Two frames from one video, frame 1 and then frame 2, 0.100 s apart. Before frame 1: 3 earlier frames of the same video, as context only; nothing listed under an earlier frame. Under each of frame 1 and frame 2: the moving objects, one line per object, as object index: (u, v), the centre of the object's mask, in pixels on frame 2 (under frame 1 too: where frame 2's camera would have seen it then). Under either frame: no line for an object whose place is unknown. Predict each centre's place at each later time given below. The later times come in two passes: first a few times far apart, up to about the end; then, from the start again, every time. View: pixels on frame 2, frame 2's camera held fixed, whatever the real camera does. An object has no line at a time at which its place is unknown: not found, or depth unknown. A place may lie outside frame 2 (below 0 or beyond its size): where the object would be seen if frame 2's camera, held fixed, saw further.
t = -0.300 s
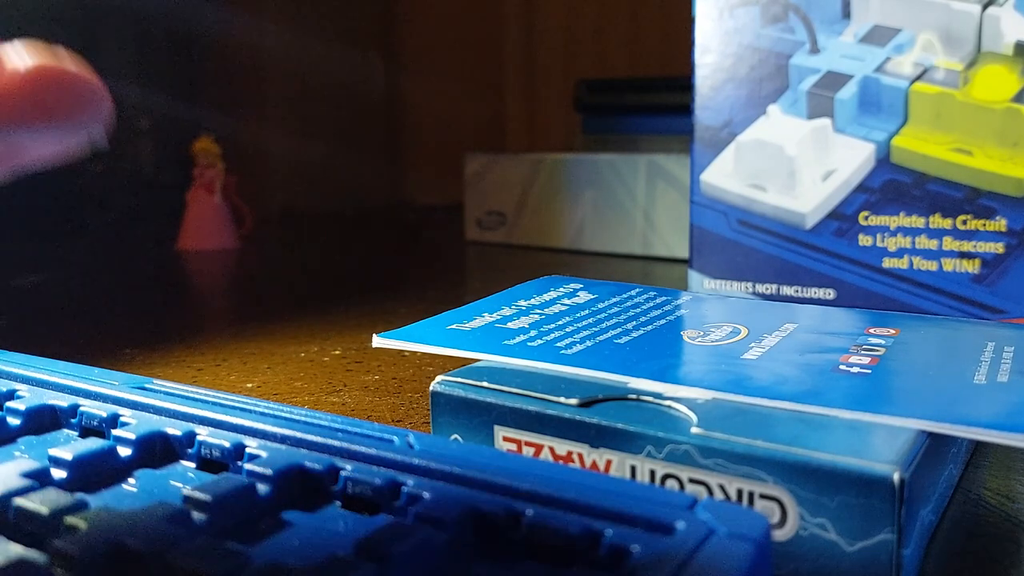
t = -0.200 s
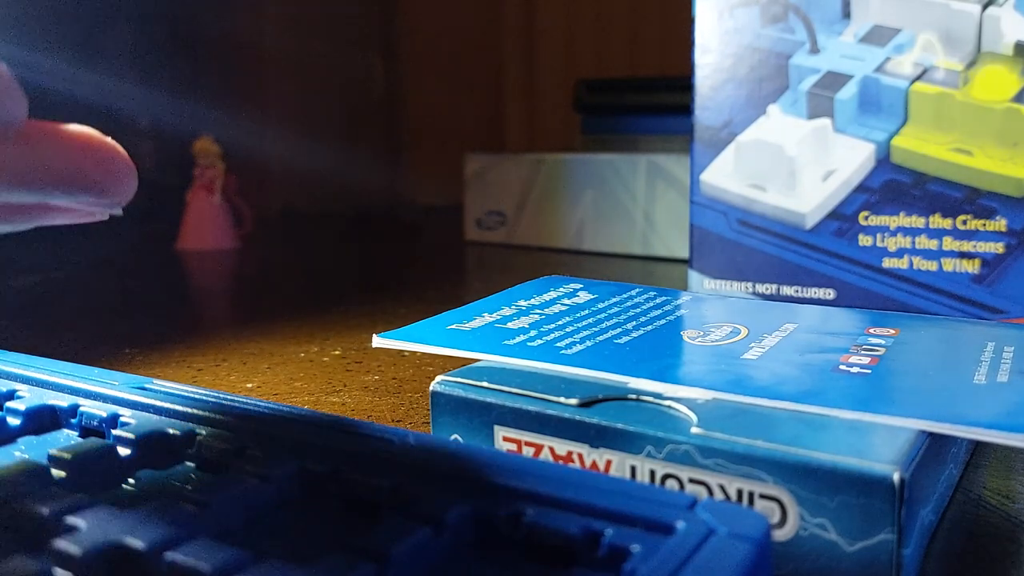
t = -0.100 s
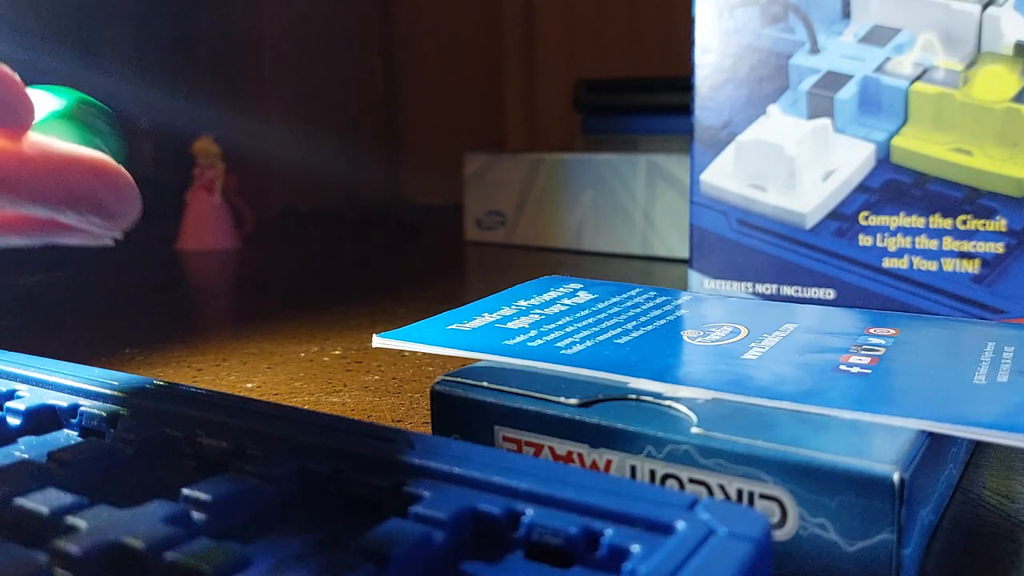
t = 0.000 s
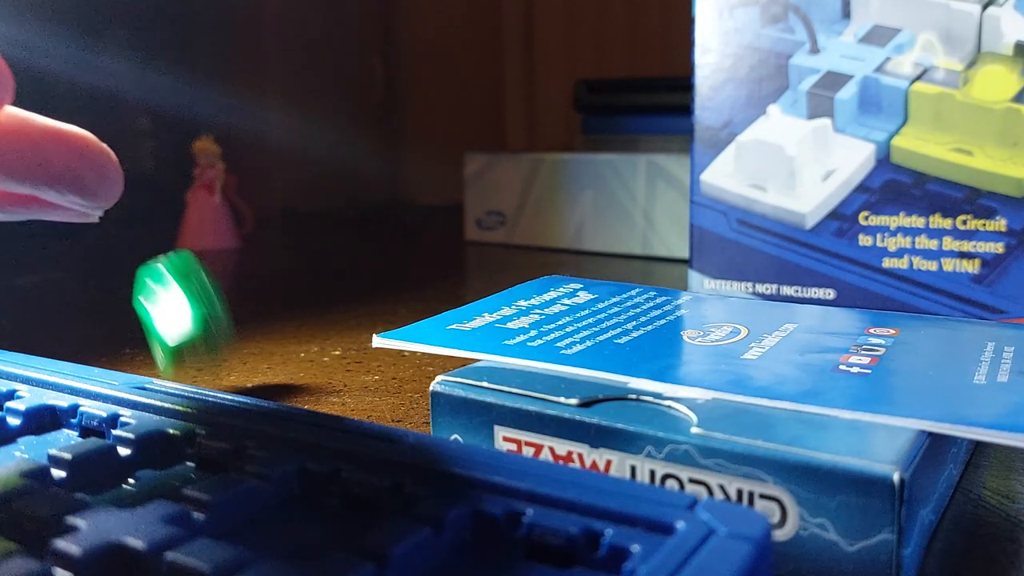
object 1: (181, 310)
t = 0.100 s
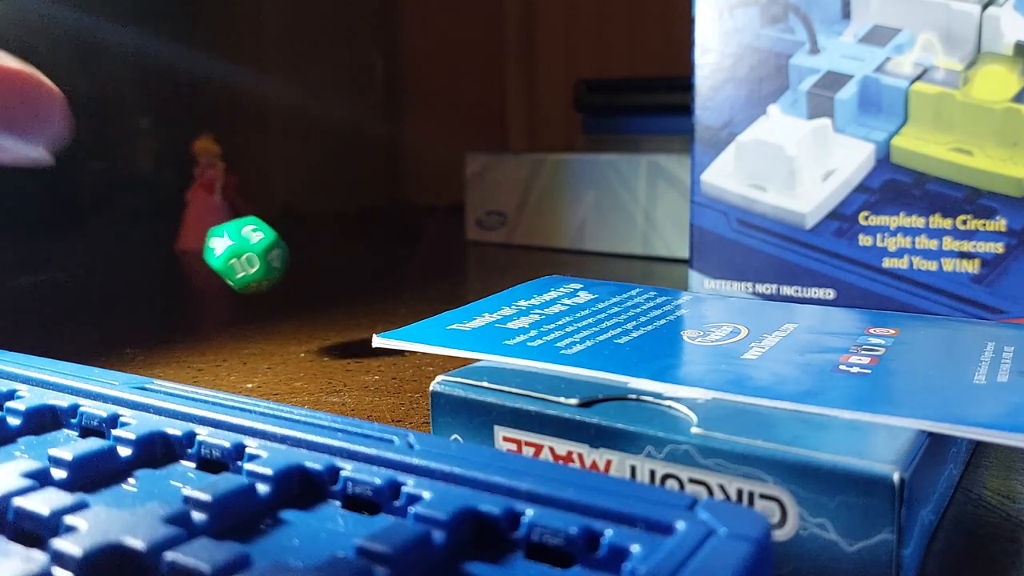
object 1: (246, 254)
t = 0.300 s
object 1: (367, 279)
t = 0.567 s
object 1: (484, 255)
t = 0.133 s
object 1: (266, 287)
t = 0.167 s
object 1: (287, 304)
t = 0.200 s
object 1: (306, 294)
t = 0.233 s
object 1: (327, 280)
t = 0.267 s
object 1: (347, 268)
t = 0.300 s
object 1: (367, 279)
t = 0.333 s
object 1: (384, 270)
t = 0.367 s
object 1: (400, 271)
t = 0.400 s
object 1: (416, 266)
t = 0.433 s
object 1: (432, 265)
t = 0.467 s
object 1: (448, 260)
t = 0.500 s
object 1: (462, 262)
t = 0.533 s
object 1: (474, 259)
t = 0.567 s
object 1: (484, 255)
